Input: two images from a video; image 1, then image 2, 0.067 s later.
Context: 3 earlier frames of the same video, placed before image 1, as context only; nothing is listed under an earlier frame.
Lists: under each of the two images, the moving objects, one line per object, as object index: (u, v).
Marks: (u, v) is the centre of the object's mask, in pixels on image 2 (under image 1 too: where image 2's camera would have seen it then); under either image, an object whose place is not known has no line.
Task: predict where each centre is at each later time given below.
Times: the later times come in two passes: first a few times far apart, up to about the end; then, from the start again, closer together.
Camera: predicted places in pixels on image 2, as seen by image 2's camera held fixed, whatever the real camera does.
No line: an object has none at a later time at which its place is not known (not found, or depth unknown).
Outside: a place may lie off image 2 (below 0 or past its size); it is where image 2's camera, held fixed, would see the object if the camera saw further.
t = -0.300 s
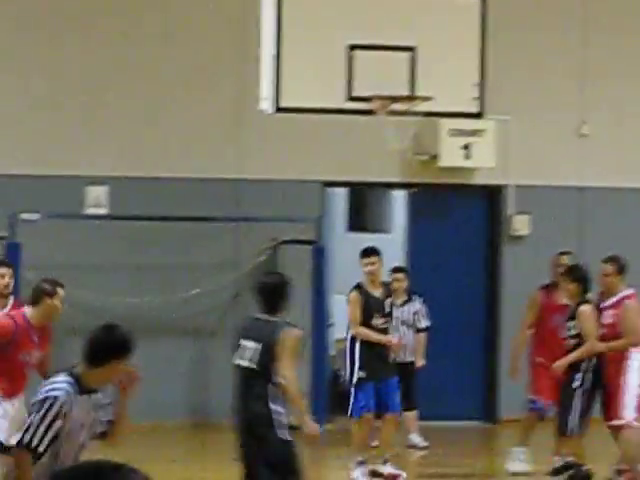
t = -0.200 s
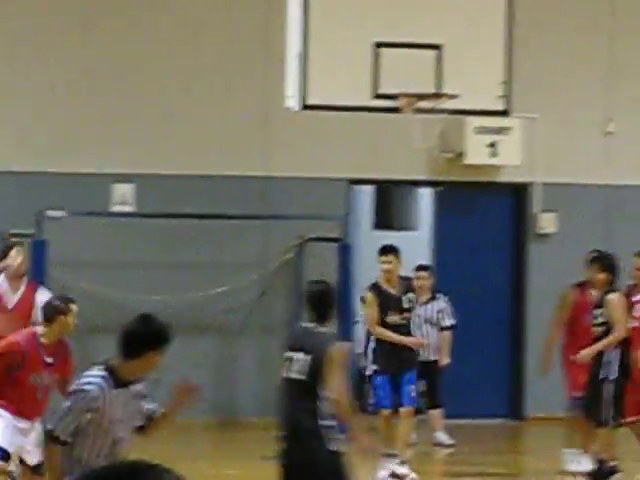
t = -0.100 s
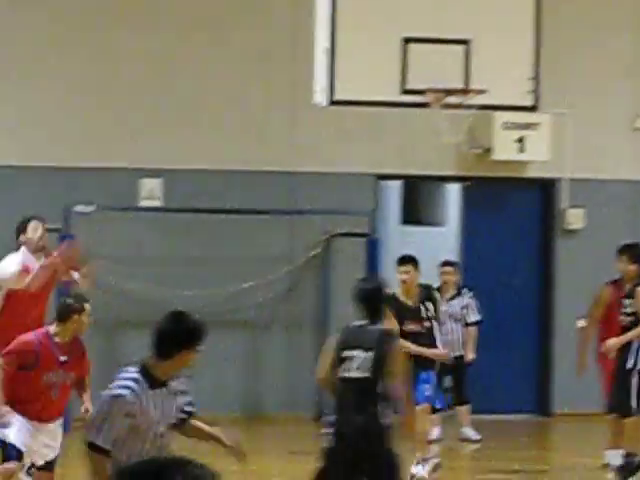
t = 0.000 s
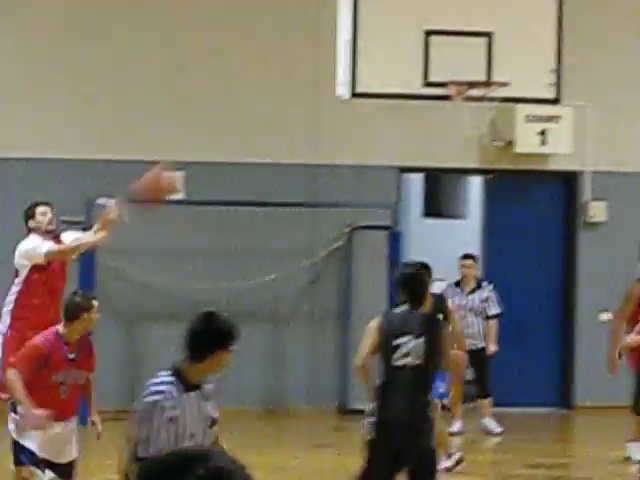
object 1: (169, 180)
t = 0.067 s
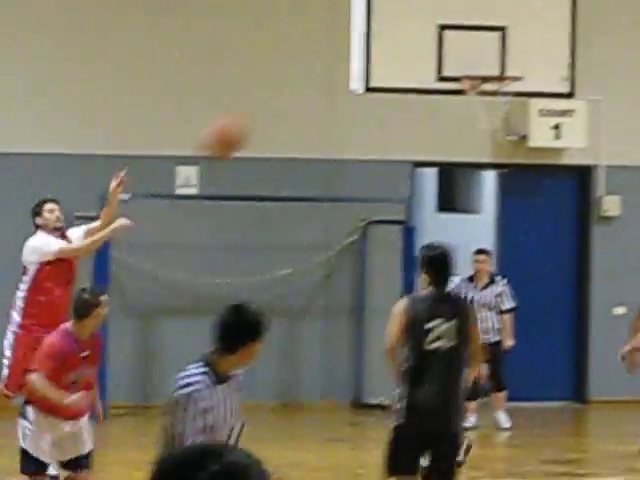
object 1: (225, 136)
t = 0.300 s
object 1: (427, 24)
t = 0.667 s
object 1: (845, -12)
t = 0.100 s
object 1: (250, 119)
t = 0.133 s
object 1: (277, 101)
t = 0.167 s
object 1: (305, 83)
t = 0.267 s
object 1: (396, 37)
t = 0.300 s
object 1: (427, 24)
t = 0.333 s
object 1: (462, 12)
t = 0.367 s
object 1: (495, 5)
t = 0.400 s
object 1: (529, 0)
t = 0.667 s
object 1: (845, -12)
